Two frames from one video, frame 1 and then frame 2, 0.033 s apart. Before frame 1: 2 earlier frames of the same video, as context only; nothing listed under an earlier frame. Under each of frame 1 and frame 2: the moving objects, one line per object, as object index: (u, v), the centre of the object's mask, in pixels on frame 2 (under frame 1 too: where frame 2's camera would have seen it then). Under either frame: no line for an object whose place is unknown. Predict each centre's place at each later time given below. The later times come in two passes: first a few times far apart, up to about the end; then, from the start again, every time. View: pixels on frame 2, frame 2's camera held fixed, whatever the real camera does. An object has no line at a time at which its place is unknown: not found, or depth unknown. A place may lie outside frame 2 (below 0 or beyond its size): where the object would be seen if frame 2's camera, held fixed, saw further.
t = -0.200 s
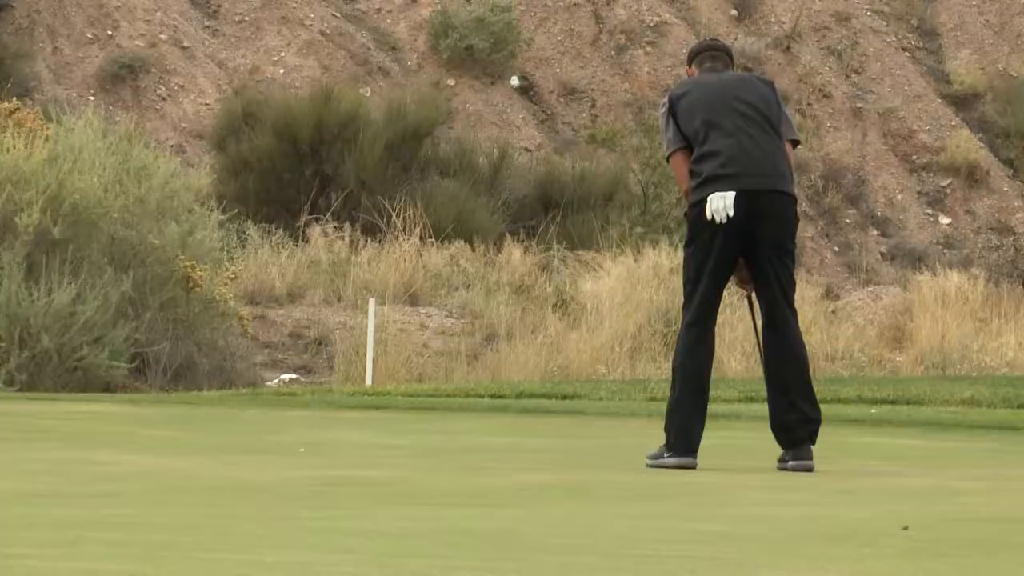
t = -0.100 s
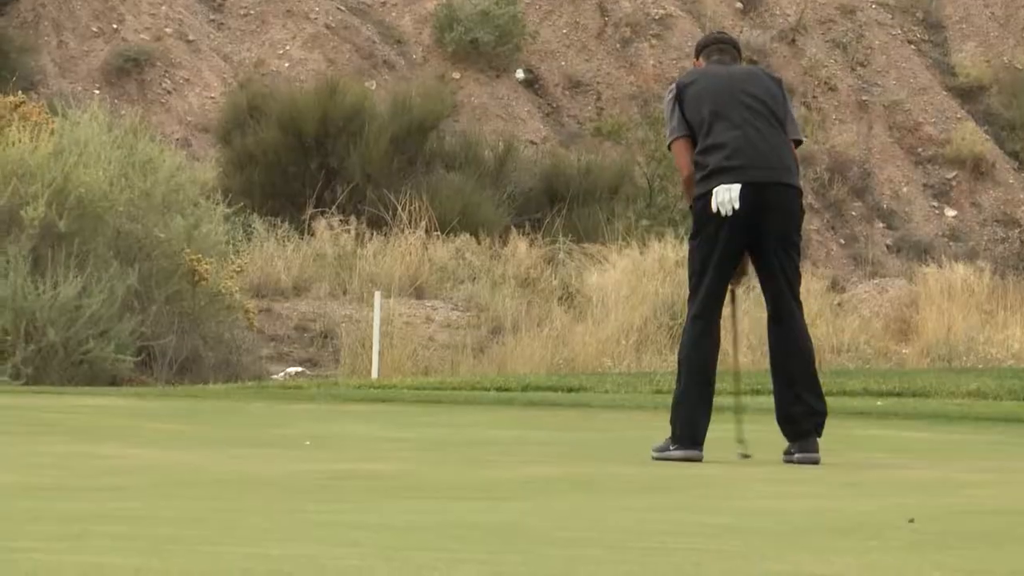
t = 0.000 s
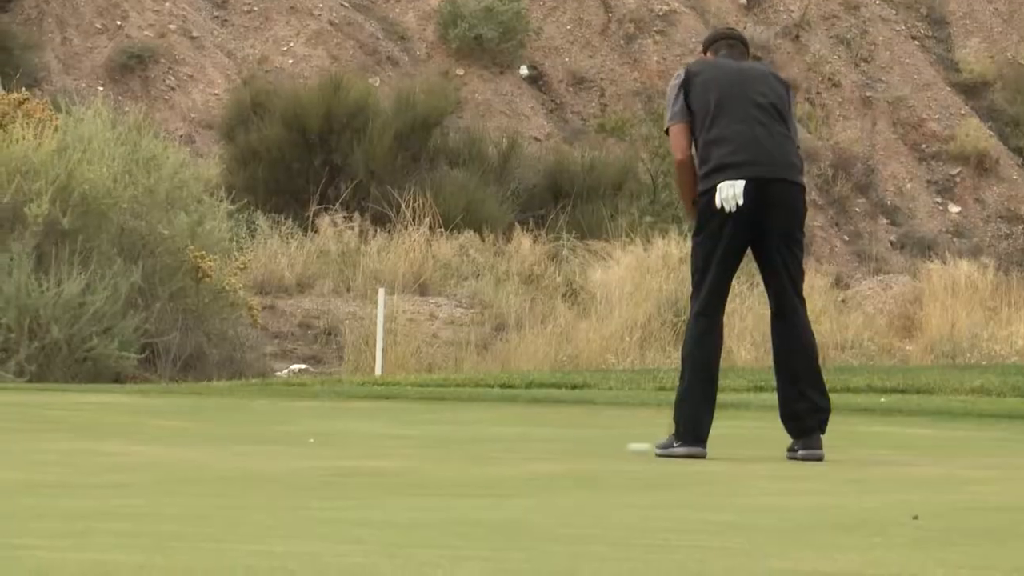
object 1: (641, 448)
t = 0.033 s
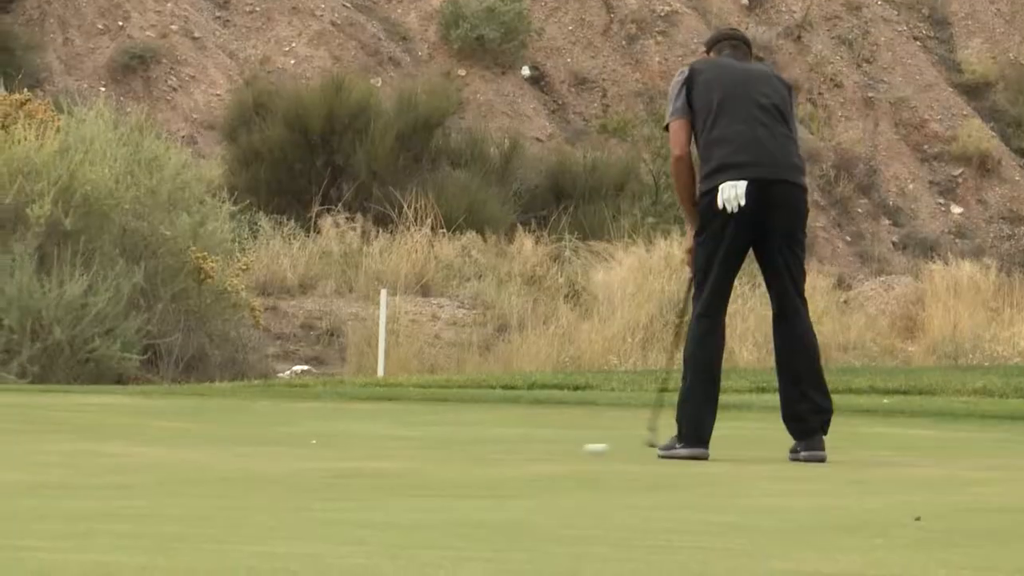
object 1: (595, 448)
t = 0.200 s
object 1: (397, 445)
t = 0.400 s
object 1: (205, 441)
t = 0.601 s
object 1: (17, 436)
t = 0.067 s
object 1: (552, 447)
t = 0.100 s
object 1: (510, 446)
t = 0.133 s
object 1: (471, 446)
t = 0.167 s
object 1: (433, 445)
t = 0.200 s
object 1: (397, 445)
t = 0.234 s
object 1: (363, 444)
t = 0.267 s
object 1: (330, 443)
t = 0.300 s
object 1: (298, 443)
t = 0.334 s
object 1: (266, 442)
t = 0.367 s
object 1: (235, 441)
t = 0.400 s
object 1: (205, 441)
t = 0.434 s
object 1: (174, 439)
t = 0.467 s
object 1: (143, 439)
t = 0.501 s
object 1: (111, 438)
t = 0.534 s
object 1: (81, 438)
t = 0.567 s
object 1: (50, 437)
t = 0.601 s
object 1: (17, 436)
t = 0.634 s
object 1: (-14, 436)
